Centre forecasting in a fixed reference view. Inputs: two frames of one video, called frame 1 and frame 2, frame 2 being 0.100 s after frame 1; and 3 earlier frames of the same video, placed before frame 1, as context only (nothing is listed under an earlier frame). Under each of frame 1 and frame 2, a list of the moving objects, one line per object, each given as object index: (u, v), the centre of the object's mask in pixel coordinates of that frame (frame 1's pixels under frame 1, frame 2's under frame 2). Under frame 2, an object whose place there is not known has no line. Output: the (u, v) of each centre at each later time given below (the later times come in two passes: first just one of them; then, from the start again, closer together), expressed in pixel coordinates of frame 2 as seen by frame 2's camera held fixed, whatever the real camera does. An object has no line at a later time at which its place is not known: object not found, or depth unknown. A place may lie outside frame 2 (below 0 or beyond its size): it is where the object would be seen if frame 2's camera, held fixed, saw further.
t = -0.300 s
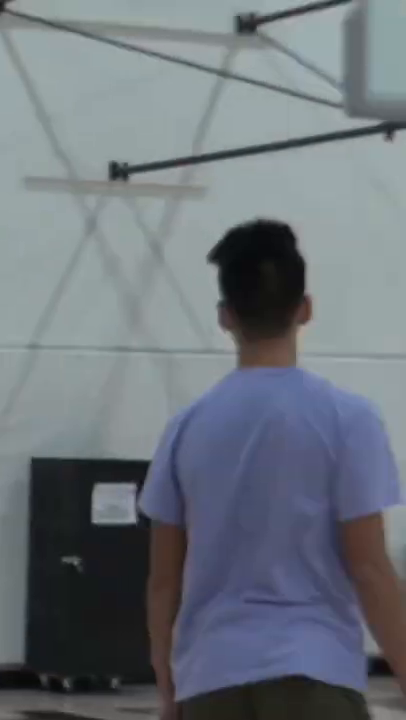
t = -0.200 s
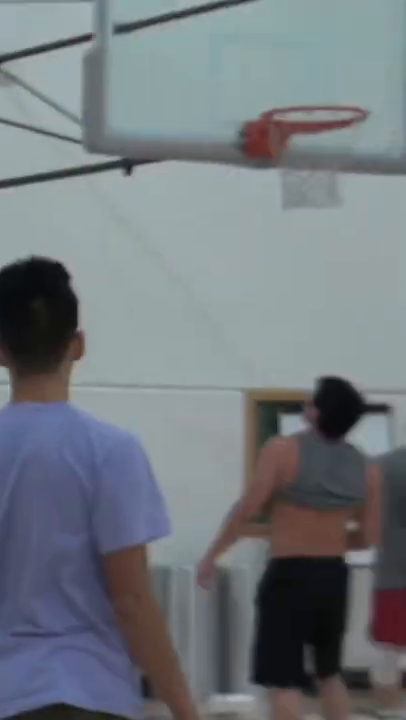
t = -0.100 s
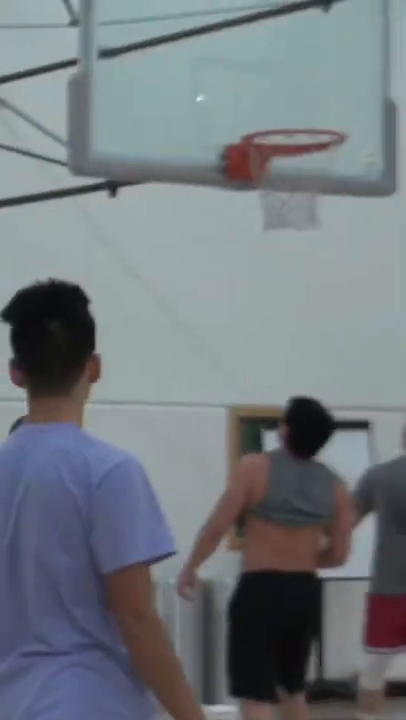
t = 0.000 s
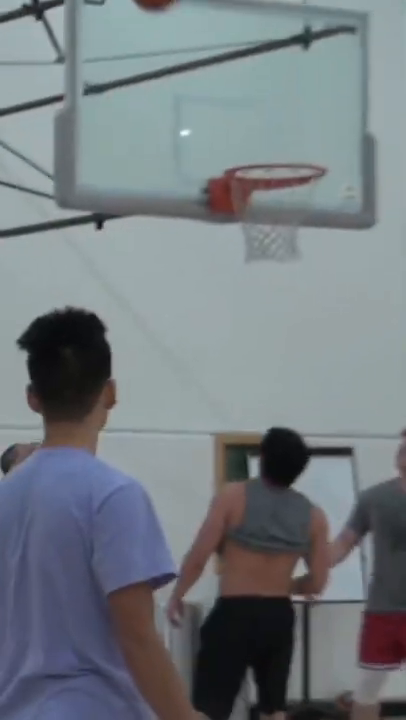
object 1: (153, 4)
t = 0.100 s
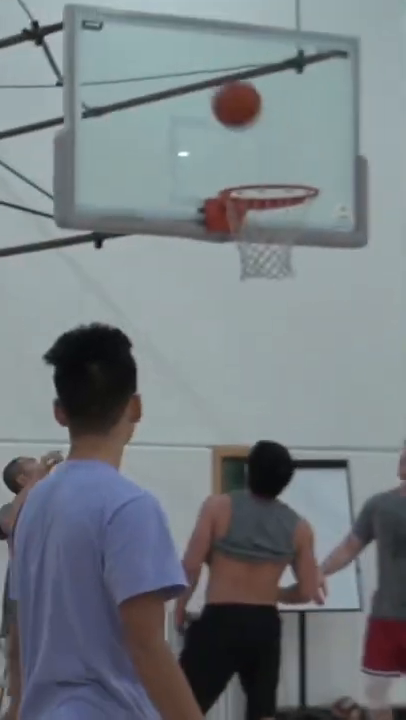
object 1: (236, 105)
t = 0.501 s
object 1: (278, 266)
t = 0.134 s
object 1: (264, 138)
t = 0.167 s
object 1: (291, 170)
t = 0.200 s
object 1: (284, 189)
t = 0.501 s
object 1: (278, 266)
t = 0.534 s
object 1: (275, 274)
